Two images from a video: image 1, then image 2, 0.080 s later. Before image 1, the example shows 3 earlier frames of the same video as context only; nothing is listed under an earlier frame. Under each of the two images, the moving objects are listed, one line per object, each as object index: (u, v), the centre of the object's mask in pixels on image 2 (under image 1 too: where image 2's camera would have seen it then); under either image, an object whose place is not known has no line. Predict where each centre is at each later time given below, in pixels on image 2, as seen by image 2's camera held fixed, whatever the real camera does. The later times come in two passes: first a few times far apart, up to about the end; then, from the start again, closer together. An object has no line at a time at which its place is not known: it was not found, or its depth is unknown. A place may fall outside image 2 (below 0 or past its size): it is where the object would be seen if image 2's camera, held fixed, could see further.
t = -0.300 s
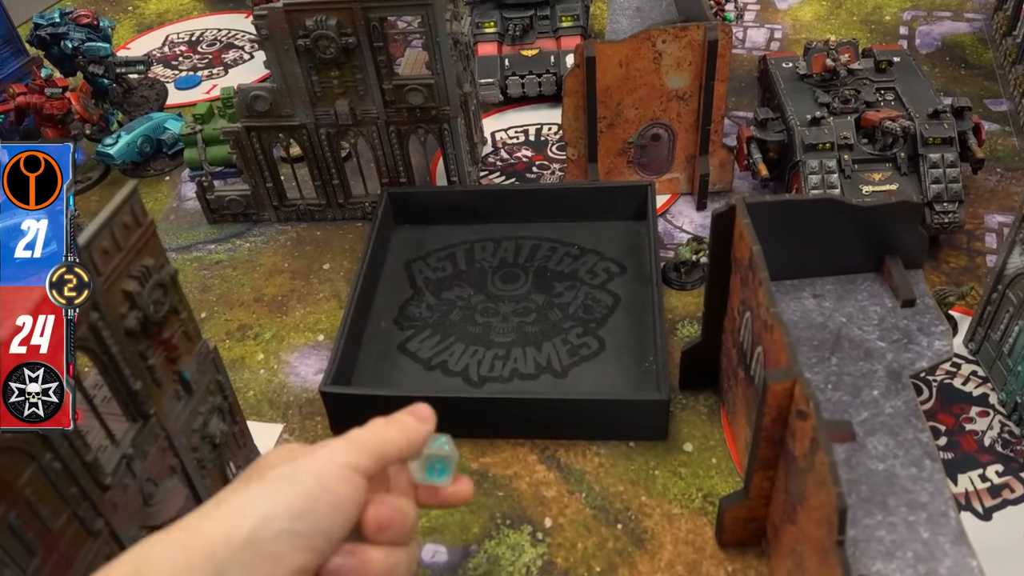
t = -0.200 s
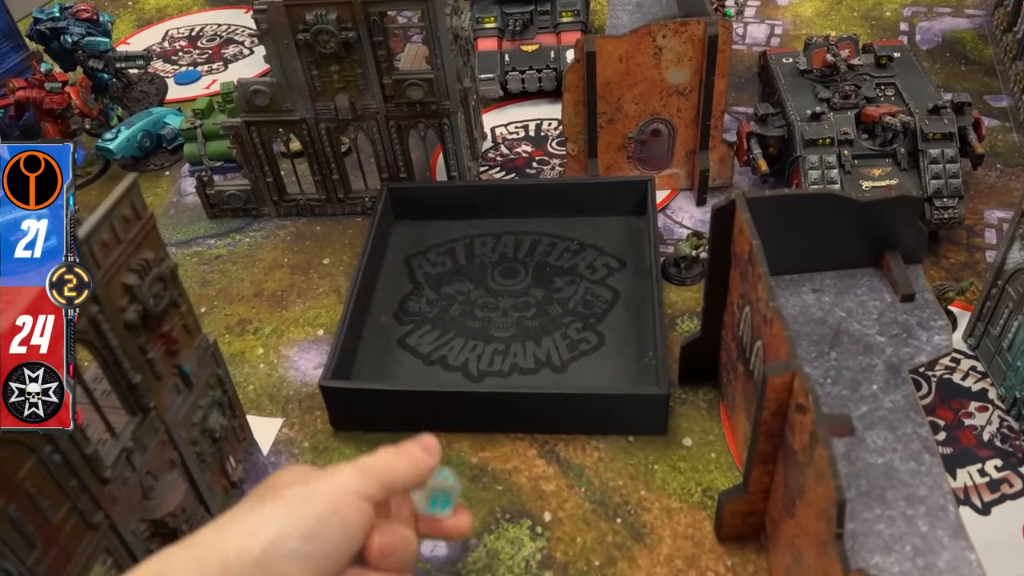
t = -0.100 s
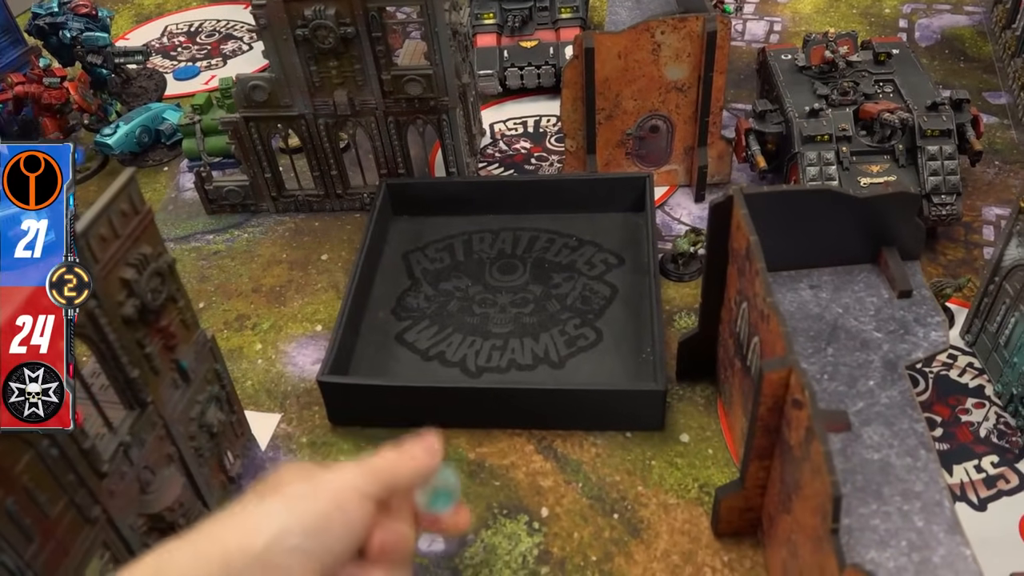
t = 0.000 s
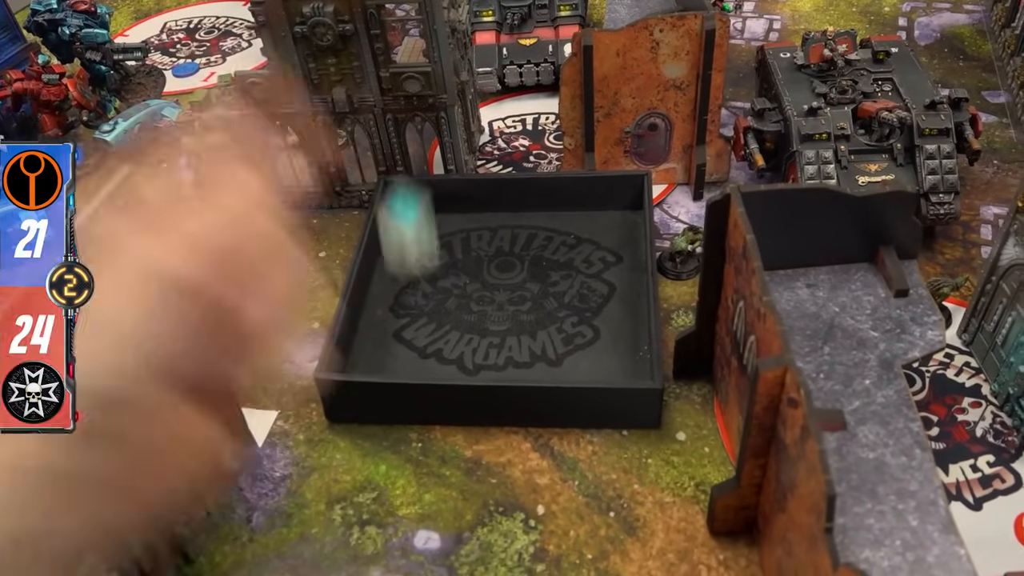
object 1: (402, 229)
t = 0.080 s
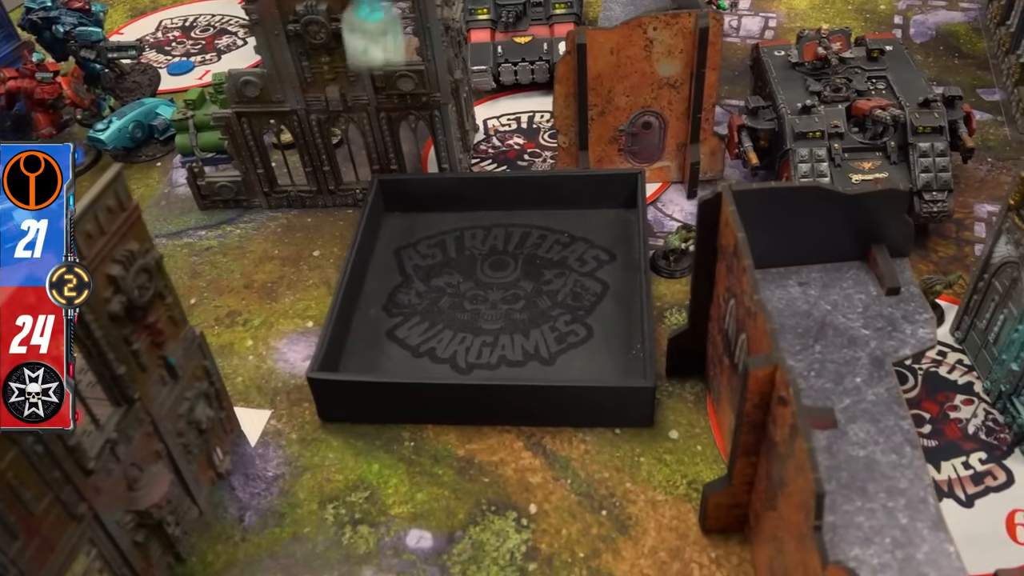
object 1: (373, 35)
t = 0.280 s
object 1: (423, 147)
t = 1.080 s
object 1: (552, 227)
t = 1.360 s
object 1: (568, 239)
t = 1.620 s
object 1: (569, 239)
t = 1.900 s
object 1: (569, 239)
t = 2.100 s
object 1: (569, 239)
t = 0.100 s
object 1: (370, 20)
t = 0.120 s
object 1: (368, 11)
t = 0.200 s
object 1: (389, 21)
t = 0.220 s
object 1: (396, 42)
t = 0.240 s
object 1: (404, 71)
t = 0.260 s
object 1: (413, 109)
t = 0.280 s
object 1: (423, 147)
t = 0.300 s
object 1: (436, 192)
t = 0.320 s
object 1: (444, 225)
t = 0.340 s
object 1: (447, 235)
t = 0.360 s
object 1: (443, 225)
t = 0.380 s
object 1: (442, 221)
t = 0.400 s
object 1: (442, 221)
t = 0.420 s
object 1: (443, 226)
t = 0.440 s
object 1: (444, 238)
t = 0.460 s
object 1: (446, 258)
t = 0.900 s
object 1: (576, 208)
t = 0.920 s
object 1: (573, 210)
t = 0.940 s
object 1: (569, 213)
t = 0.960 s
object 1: (564, 214)
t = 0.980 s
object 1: (559, 214)
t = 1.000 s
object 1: (556, 215)
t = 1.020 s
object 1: (554, 216)
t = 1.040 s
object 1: (553, 219)
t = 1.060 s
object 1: (552, 223)
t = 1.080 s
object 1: (552, 227)
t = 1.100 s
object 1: (554, 228)
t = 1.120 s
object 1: (557, 229)
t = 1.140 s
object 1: (560, 229)
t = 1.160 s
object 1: (562, 229)
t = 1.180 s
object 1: (564, 230)
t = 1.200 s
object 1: (564, 232)
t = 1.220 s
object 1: (565, 235)
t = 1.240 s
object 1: (568, 239)
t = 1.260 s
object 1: (571, 238)
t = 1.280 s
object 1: (573, 237)
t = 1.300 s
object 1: (573, 237)
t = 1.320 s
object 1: (570, 238)
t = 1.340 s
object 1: (568, 238)
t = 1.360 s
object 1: (568, 239)
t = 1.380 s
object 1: (569, 239)
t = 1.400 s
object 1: (569, 239)
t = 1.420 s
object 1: (569, 238)
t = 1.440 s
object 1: (569, 239)
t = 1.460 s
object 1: (569, 240)
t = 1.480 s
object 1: (569, 239)
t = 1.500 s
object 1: (569, 239)
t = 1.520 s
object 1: (569, 239)
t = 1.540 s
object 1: (569, 239)
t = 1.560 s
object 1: (569, 239)
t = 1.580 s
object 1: (569, 239)
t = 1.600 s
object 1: (569, 239)
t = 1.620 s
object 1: (569, 239)
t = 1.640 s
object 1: (569, 239)
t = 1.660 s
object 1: (569, 239)
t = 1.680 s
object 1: (569, 239)
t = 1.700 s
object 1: (569, 239)
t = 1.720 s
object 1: (569, 239)
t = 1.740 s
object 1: (569, 239)
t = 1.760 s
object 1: (569, 239)
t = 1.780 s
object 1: (569, 239)
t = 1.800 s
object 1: (569, 239)
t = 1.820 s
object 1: (569, 239)
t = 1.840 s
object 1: (569, 239)
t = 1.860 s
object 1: (569, 239)
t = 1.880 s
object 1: (569, 239)
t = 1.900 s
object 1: (569, 239)
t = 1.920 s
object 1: (569, 239)
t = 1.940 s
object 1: (569, 239)
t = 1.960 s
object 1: (569, 239)
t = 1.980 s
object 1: (569, 239)
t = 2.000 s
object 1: (569, 239)
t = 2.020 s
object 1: (569, 239)
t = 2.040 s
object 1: (569, 239)
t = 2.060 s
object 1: (569, 239)
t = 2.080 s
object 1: (569, 239)
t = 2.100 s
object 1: (569, 239)
